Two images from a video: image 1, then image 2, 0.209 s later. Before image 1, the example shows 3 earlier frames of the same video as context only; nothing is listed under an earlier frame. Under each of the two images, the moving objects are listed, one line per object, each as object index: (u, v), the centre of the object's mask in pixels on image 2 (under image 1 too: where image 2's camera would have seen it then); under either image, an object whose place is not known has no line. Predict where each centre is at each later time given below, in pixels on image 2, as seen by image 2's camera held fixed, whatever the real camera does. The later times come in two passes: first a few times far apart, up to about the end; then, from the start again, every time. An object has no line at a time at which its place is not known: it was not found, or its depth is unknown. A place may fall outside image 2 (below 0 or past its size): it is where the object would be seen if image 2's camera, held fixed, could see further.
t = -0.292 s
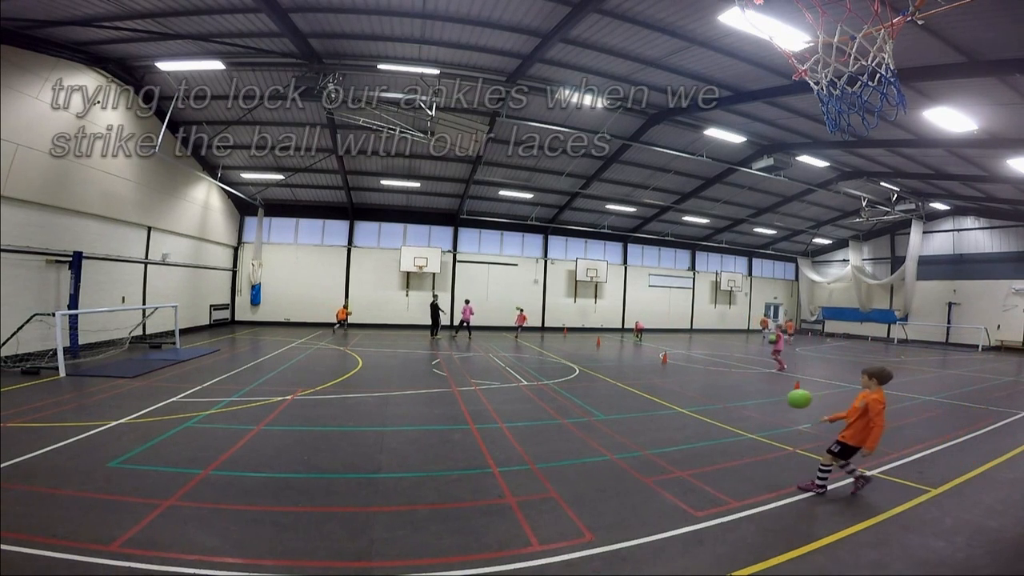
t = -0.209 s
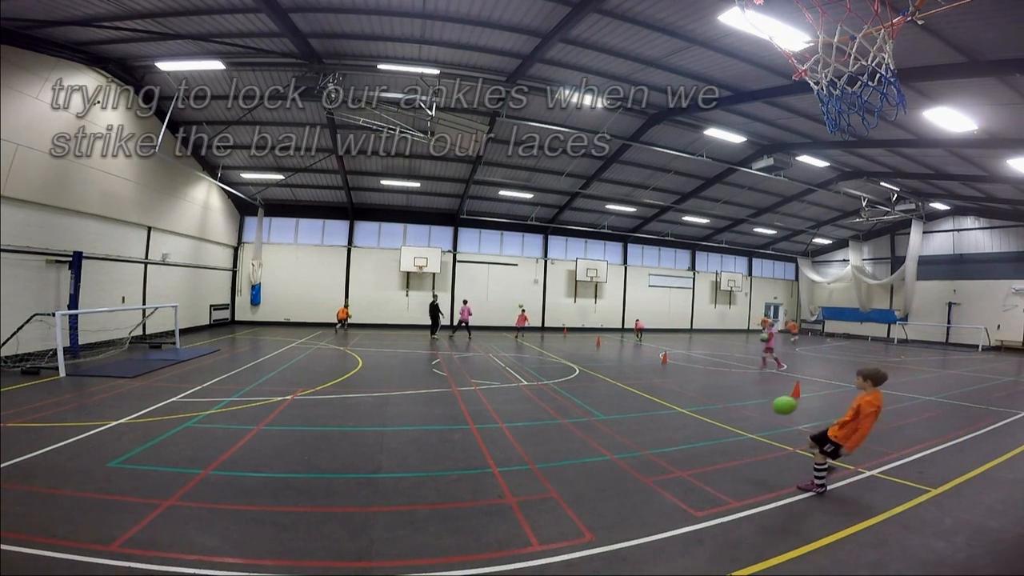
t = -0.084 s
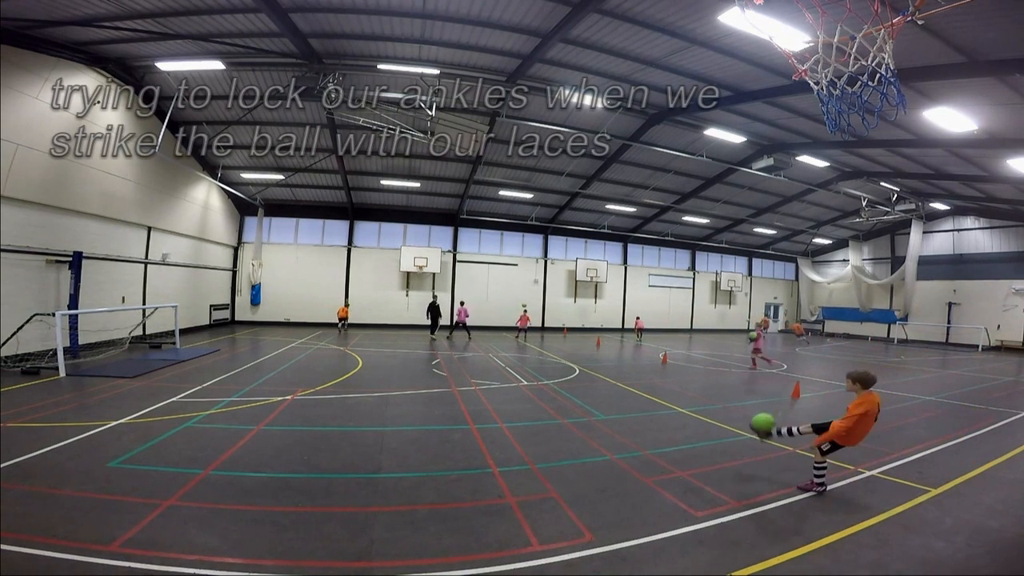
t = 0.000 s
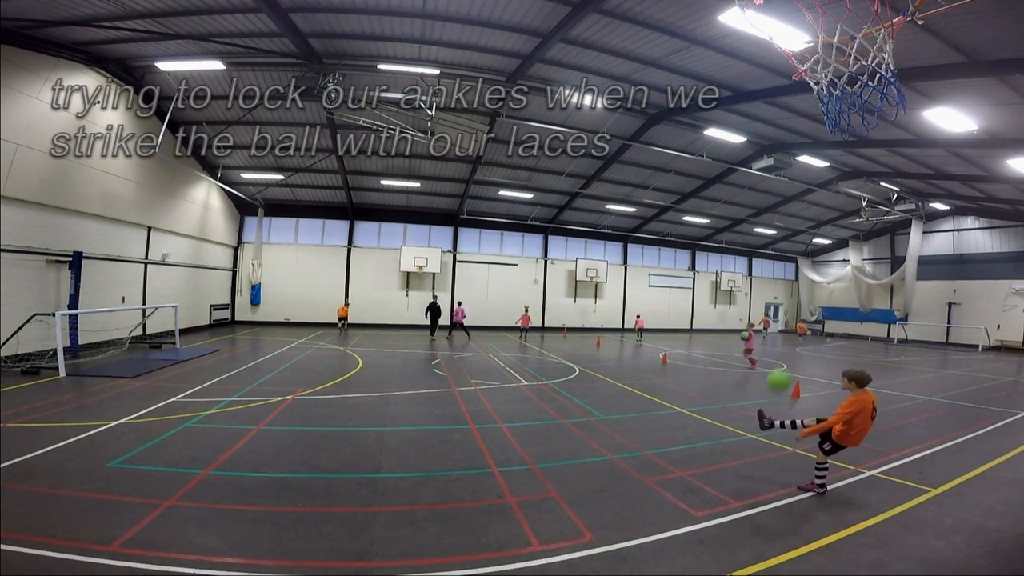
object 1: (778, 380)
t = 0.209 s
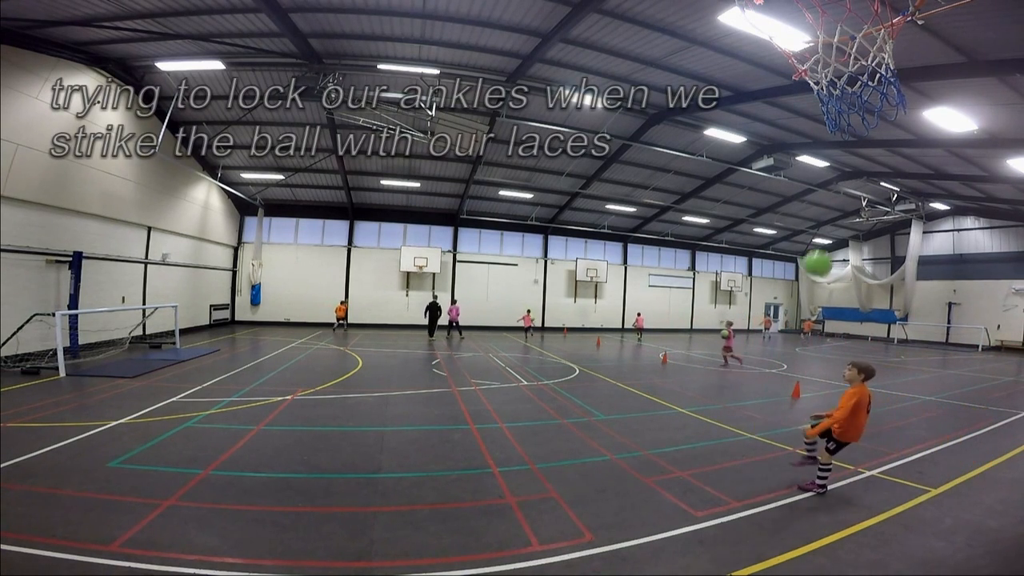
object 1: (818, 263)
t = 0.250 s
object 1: (822, 247)
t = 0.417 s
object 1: (849, 182)
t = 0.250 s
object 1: (822, 247)
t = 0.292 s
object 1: (829, 225)
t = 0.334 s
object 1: (835, 211)
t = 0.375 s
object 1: (843, 192)
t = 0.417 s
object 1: (849, 182)
